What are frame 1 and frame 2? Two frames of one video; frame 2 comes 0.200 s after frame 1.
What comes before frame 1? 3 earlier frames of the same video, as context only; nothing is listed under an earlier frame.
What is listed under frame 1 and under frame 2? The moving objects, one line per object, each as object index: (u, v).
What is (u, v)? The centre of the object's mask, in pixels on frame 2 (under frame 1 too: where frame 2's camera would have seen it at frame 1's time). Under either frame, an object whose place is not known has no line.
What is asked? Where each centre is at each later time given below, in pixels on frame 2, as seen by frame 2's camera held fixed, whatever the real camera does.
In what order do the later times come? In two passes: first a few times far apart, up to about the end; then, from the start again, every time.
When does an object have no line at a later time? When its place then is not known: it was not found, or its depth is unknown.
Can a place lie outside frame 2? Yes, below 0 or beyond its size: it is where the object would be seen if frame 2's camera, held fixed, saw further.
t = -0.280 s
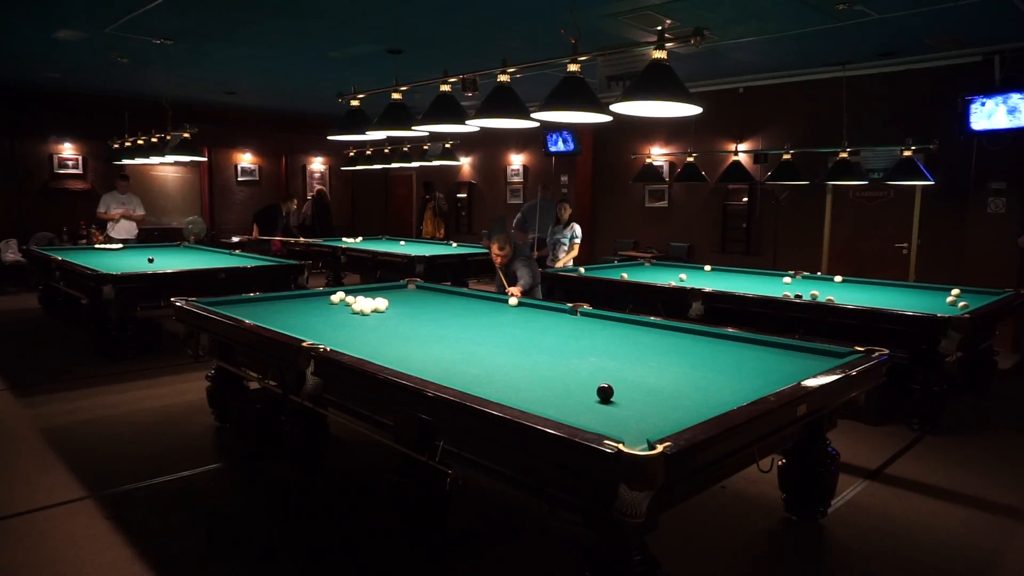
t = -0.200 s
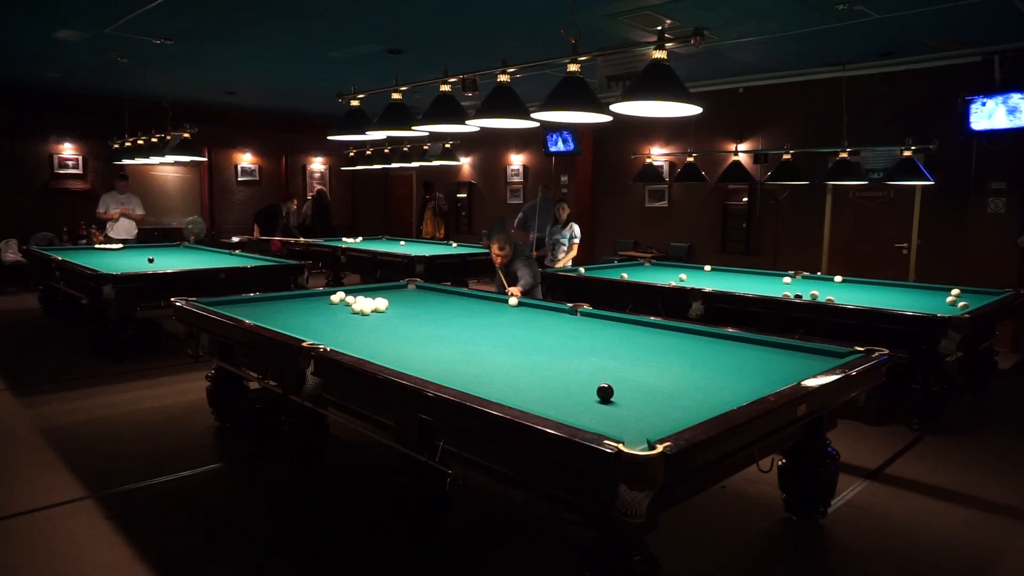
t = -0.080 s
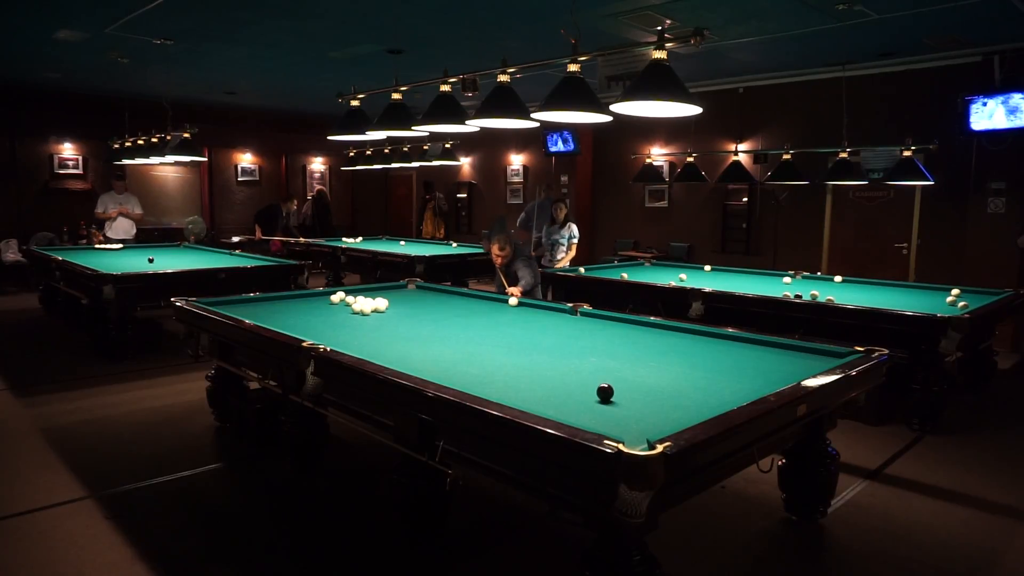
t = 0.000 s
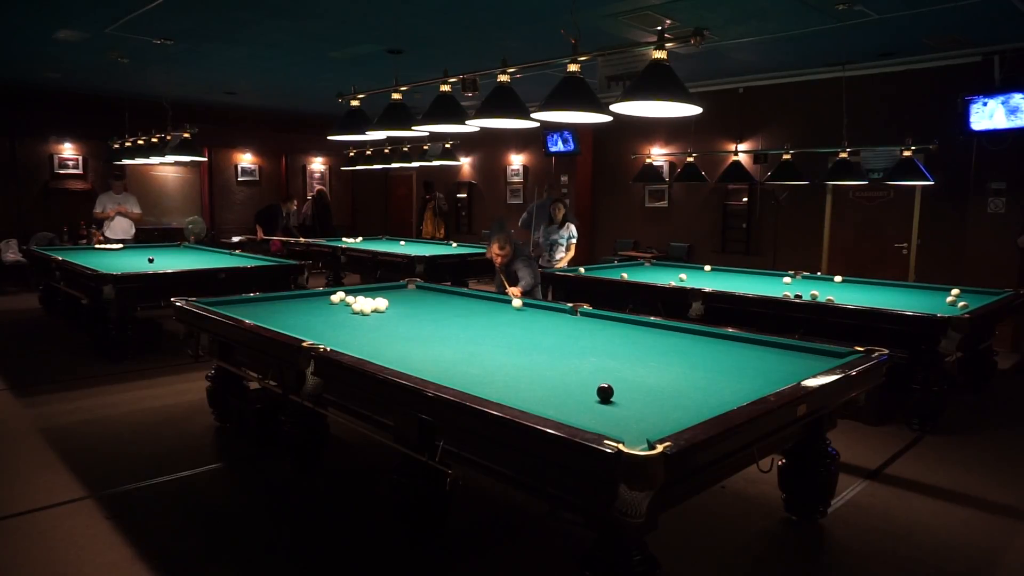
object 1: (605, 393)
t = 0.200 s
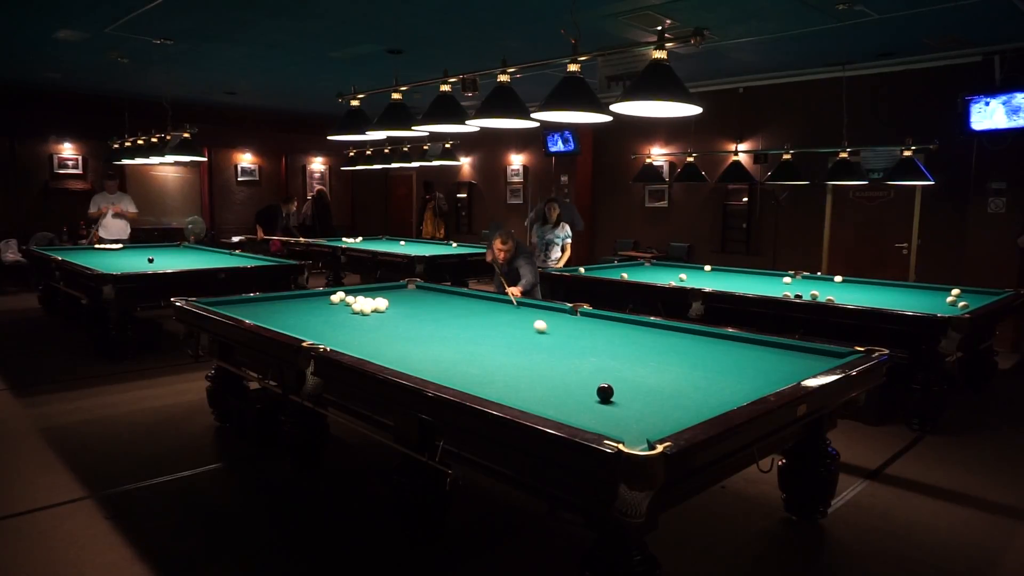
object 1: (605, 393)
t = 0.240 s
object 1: (605, 393)
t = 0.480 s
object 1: (605, 393)
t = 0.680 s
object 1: (593, 419)
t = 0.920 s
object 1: (681, 416)
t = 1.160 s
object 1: (708, 399)
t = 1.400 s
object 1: (724, 382)
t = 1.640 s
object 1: (736, 367)
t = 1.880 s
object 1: (746, 355)
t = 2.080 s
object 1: (753, 347)
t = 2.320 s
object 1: (741, 342)
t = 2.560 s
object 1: (707, 342)
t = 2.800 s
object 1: (672, 342)
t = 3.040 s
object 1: (638, 342)
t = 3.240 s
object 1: (610, 342)
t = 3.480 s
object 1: (577, 342)
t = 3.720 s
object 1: (544, 342)
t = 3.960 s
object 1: (513, 342)
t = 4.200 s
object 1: (482, 342)
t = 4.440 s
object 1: (451, 342)
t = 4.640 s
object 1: (426, 342)
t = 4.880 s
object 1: (398, 342)
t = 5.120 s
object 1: (369, 342)
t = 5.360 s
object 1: (342, 341)
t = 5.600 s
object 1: (317, 338)
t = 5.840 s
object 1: (321, 337)
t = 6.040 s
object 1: (324, 335)
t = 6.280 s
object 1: (327, 333)
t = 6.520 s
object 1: (330, 331)
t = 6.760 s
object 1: (332, 328)
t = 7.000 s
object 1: (335, 327)
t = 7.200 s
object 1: (336, 325)
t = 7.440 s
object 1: (338, 324)
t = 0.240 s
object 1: (605, 393)
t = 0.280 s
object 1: (605, 393)
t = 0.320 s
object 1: (605, 393)
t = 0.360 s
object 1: (605, 393)
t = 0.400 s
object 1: (605, 393)
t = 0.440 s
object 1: (605, 393)
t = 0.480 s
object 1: (605, 393)
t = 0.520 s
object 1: (605, 393)
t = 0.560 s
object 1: (605, 393)
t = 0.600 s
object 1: (601, 402)
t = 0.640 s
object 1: (597, 412)
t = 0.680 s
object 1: (593, 419)
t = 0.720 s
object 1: (596, 423)
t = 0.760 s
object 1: (616, 424)
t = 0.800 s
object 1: (634, 424)
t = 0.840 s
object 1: (651, 423)
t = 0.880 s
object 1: (666, 420)
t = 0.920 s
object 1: (681, 416)
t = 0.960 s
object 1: (694, 413)
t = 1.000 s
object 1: (696, 410)
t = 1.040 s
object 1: (699, 408)
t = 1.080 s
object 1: (702, 405)
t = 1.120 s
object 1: (705, 402)
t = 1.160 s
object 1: (708, 399)
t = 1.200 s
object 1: (711, 396)
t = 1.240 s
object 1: (714, 393)
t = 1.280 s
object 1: (716, 390)
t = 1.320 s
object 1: (719, 387)
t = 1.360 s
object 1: (721, 384)
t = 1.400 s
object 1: (724, 382)
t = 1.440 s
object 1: (726, 379)
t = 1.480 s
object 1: (728, 377)
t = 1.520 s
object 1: (730, 374)
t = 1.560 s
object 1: (732, 372)
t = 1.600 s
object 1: (734, 370)
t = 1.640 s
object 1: (736, 367)
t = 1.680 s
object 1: (738, 365)
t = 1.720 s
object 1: (739, 363)
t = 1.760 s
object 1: (741, 361)
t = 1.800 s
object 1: (743, 359)
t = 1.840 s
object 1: (745, 357)
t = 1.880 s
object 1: (746, 355)
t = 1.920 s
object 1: (748, 354)
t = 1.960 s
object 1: (749, 352)
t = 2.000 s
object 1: (751, 350)
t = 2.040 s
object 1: (752, 348)
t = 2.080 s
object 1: (753, 347)
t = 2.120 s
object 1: (755, 346)
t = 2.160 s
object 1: (756, 344)
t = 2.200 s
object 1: (758, 342)
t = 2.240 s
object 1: (756, 342)
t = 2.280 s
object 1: (748, 342)
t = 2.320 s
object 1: (741, 342)
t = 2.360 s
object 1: (735, 342)
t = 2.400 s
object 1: (730, 342)
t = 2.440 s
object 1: (724, 342)
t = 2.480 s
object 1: (718, 342)
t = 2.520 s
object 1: (712, 342)
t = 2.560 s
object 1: (707, 342)
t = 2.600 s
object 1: (701, 342)
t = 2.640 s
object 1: (695, 342)
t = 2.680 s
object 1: (689, 342)
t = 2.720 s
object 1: (683, 342)
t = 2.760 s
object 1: (678, 342)
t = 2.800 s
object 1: (672, 342)
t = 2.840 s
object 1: (666, 342)
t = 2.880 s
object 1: (660, 342)
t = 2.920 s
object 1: (655, 342)
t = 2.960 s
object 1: (649, 342)
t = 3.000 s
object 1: (643, 342)
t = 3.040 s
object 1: (638, 342)
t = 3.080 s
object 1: (632, 342)
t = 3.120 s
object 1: (627, 342)
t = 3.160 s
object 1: (621, 342)
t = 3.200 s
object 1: (616, 342)
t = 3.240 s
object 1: (610, 342)
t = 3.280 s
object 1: (604, 342)
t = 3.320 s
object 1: (599, 342)
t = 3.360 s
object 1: (593, 342)
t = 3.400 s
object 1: (588, 342)
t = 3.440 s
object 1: (582, 342)
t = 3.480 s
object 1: (577, 342)
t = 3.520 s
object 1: (571, 342)
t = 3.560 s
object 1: (566, 342)
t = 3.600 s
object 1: (560, 342)
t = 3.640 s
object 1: (555, 342)
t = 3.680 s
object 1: (550, 342)
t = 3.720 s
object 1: (544, 342)
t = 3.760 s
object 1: (539, 342)
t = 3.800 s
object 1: (534, 342)
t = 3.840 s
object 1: (528, 342)
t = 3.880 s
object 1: (523, 342)
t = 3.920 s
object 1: (518, 342)
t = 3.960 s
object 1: (513, 342)
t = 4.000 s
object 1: (507, 342)
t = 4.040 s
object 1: (502, 342)
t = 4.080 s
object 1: (497, 342)
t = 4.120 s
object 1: (492, 342)
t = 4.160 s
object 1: (487, 342)
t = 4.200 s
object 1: (482, 342)
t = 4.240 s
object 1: (477, 342)
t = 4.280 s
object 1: (471, 342)
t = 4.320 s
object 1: (467, 342)
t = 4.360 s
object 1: (461, 342)
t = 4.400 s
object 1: (456, 342)
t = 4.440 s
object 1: (451, 342)
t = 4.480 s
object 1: (447, 342)
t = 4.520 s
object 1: (441, 342)
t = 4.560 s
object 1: (436, 342)
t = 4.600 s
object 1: (431, 342)
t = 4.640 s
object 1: (426, 342)
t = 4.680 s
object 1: (422, 342)
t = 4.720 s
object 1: (417, 342)
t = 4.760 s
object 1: (412, 342)
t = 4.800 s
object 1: (407, 342)
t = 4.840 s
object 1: (403, 342)
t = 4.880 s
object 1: (398, 342)
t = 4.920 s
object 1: (393, 342)
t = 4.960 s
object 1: (388, 342)
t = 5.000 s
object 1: (383, 342)
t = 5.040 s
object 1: (379, 342)
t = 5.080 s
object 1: (374, 342)
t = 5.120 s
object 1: (369, 342)
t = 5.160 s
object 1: (365, 342)
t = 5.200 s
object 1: (360, 342)
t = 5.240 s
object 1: (356, 342)
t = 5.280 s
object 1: (351, 342)
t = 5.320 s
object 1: (347, 342)
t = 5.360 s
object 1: (342, 341)
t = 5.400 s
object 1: (338, 341)
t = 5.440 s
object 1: (333, 341)
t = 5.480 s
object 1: (329, 340)
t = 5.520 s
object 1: (325, 340)
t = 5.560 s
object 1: (321, 339)
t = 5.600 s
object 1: (317, 338)
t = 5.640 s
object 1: (318, 338)
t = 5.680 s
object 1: (319, 338)
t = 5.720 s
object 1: (319, 337)
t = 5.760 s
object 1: (320, 337)
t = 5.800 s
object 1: (320, 337)
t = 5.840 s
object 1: (321, 337)
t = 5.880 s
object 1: (321, 337)
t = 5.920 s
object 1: (322, 336)
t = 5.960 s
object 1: (323, 336)
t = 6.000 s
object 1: (323, 336)
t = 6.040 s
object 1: (324, 335)
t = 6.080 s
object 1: (324, 335)
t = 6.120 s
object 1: (324, 335)
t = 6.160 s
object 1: (325, 334)
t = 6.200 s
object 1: (325, 334)
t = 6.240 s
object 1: (326, 333)
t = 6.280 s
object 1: (327, 333)
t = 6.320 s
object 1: (327, 332)
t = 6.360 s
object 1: (328, 332)
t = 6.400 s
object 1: (328, 332)
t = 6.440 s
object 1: (329, 331)
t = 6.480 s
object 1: (329, 331)
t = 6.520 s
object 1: (330, 331)
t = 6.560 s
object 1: (330, 330)
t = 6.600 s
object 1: (331, 330)
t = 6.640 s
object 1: (331, 330)
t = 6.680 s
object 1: (331, 329)
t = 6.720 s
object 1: (332, 329)
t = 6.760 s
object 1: (332, 328)
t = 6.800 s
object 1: (333, 328)
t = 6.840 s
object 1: (333, 328)
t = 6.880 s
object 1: (334, 328)
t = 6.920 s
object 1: (334, 327)
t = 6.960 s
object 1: (334, 327)
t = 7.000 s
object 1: (335, 327)
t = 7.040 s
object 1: (335, 326)
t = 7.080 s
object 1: (335, 326)
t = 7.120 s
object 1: (336, 326)
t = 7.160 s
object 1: (336, 325)
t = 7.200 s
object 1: (336, 325)
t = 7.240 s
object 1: (337, 325)
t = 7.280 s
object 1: (337, 325)
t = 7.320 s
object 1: (337, 324)
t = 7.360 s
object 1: (337, 324)
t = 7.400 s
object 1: (338, 324)
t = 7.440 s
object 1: (338, 324)
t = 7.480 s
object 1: (338, 323)
